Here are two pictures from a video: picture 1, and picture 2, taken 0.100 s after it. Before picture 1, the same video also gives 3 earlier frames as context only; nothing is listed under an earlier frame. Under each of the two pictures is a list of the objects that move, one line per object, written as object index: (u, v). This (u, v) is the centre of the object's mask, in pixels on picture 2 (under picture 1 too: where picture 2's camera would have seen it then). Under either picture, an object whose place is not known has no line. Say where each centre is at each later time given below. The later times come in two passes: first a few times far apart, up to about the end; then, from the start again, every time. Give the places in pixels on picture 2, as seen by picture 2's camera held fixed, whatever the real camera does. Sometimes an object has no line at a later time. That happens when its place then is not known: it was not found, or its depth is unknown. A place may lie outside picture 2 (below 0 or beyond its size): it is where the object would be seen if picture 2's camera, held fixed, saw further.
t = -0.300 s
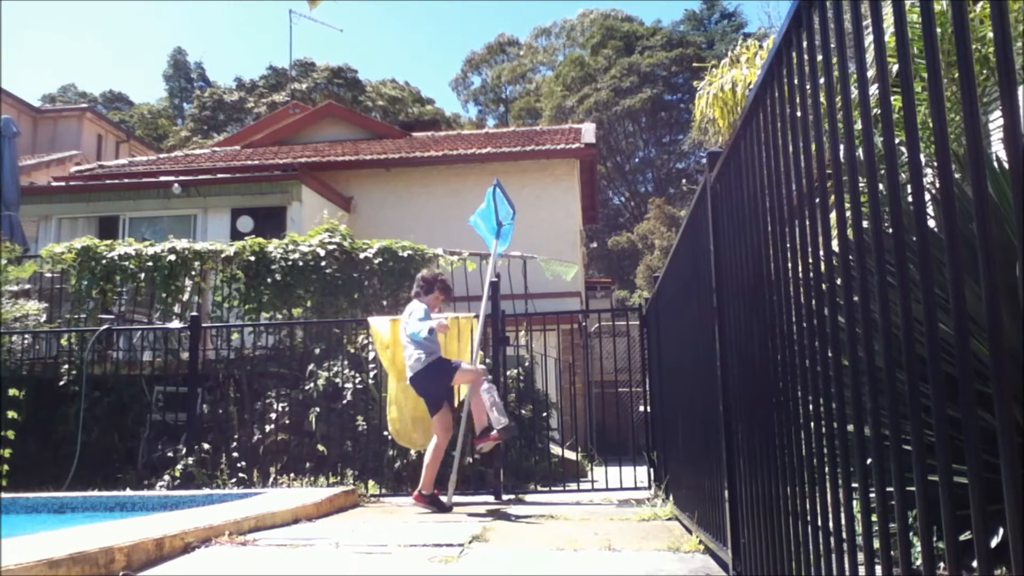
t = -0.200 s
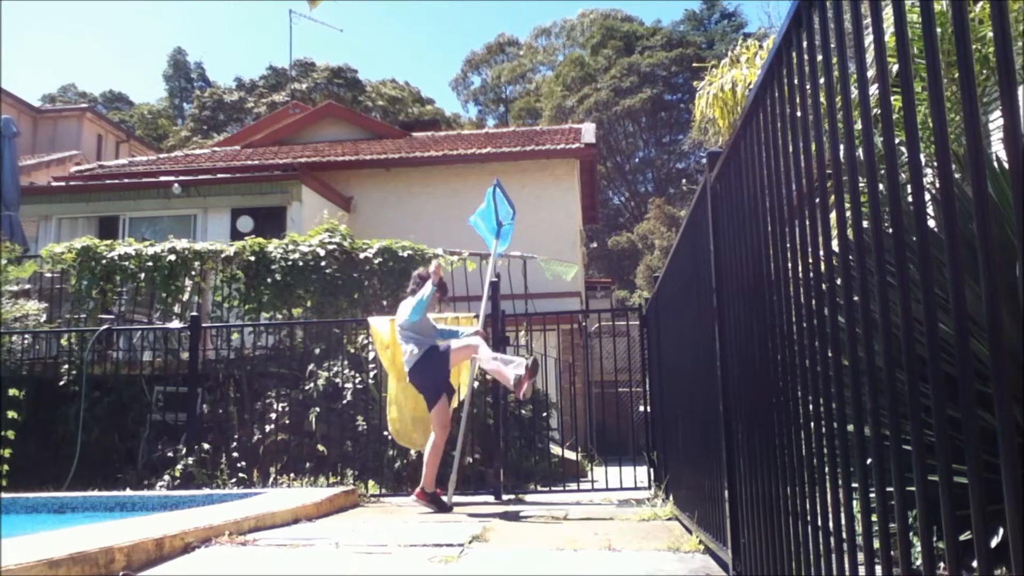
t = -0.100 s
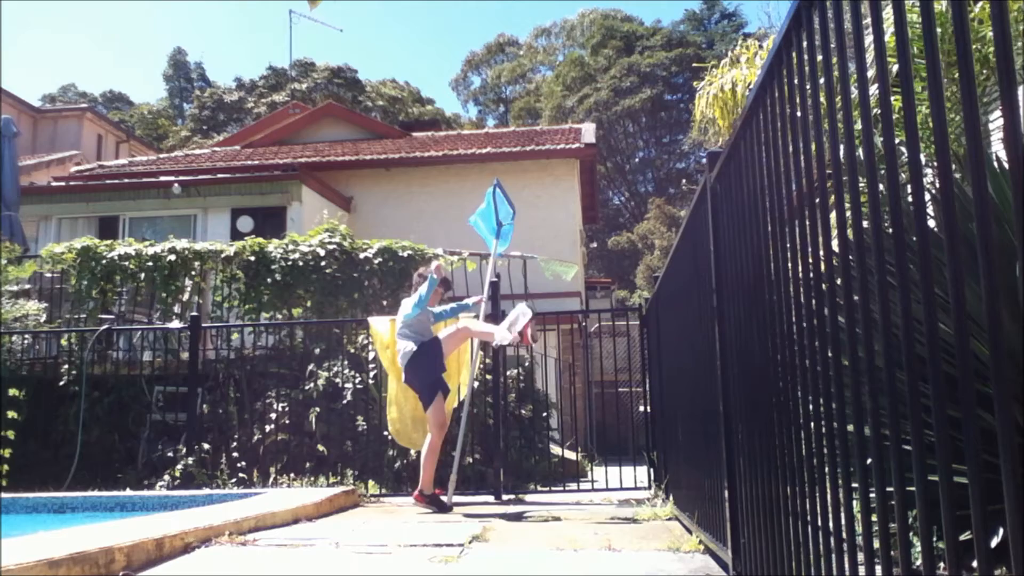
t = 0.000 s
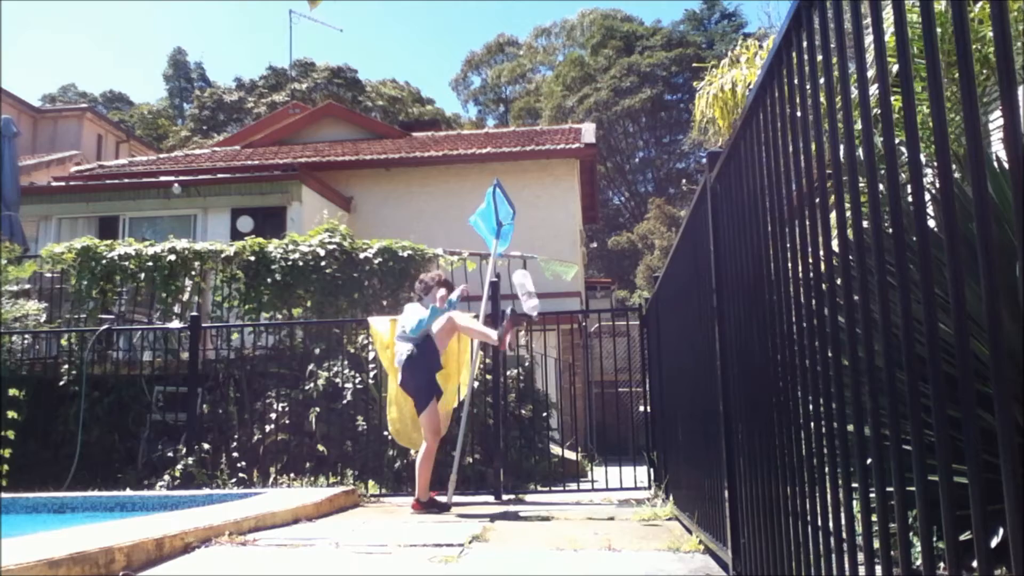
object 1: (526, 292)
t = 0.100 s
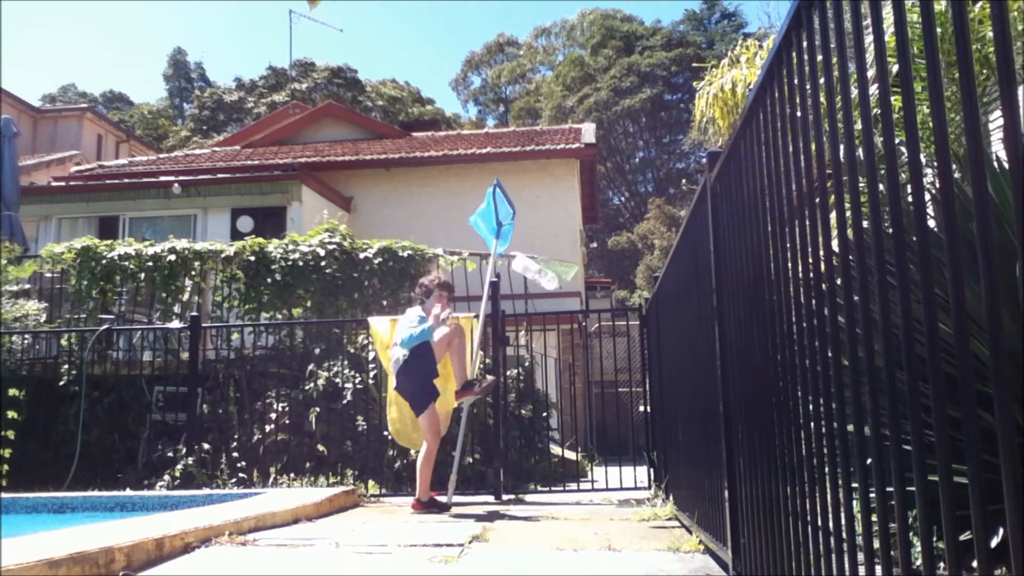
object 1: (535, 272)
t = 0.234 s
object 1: (542, 272)
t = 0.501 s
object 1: (555, 385)
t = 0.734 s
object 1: (561, 496)
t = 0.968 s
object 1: (558, 497)
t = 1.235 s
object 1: (557, 497)
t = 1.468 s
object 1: (557, 497)
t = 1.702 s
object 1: (557, 497)
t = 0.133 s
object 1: (537, 269)
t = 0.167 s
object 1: (539, 268)
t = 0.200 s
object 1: (541, 269)
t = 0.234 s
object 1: (542, 272)
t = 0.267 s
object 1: (544, 277)
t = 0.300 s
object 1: (545, 285)
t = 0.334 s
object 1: (546, 295)
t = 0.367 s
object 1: (547, 308)
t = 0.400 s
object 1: (549, 323)
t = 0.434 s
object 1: (551, 340)
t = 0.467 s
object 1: (553, 361)
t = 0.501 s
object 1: (555, 385)
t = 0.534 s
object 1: (557, 411)
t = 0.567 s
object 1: (559, 440)
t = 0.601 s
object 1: (561, 472)
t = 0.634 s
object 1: (562, 497)
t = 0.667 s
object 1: (562, 495)
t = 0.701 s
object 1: (561, 496)
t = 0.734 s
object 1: (561, 496)
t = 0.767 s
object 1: (560, 496)
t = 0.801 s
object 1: (559, 497)
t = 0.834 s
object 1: (557, 497)
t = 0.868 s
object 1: (556, 497)
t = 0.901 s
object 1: (555, 497)
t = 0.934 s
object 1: (556, 497)
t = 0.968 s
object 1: (558, 497)
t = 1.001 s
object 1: (558, 497)
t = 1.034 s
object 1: (557, 497)
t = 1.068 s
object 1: (557, 497)
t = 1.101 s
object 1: (558, 497)
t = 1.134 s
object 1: (558, 497)
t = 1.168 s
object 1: (557, 497)
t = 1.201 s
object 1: (557, 497)
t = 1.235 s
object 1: (557, 497)
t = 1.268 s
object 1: (557, 497)
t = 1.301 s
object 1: (557, 497)
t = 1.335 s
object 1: (557, 497)
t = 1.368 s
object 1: (557, 497)
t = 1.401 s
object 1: (557, 497)
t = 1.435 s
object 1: (557, 497)
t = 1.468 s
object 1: (557, 497)
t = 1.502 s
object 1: (557, 497)
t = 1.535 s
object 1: (557, 497)
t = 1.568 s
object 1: (557, 497)
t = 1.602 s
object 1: (557, 497)
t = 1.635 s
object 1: (557, 497)
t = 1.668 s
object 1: (557, 497)
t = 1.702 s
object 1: (557, 497)
